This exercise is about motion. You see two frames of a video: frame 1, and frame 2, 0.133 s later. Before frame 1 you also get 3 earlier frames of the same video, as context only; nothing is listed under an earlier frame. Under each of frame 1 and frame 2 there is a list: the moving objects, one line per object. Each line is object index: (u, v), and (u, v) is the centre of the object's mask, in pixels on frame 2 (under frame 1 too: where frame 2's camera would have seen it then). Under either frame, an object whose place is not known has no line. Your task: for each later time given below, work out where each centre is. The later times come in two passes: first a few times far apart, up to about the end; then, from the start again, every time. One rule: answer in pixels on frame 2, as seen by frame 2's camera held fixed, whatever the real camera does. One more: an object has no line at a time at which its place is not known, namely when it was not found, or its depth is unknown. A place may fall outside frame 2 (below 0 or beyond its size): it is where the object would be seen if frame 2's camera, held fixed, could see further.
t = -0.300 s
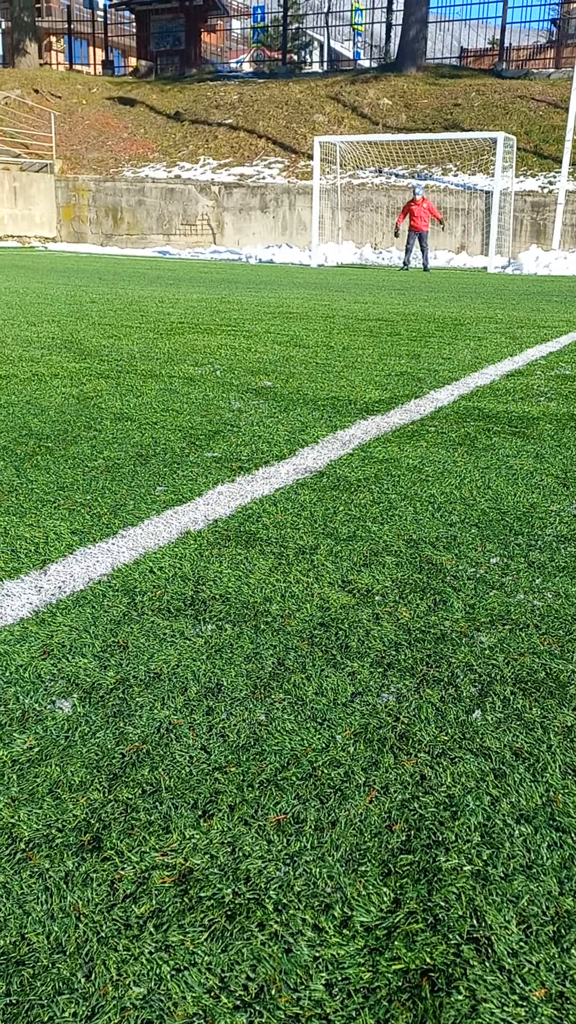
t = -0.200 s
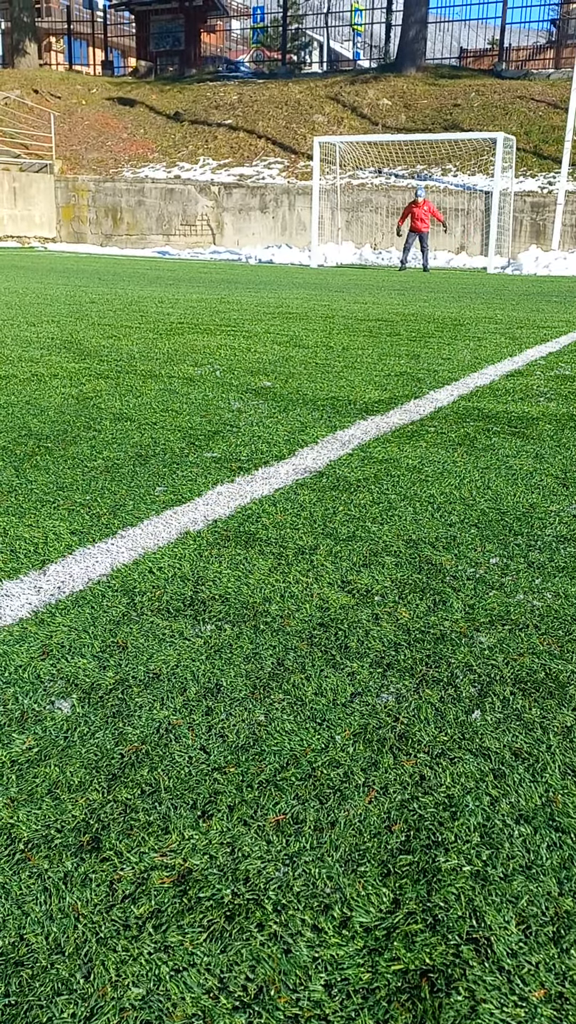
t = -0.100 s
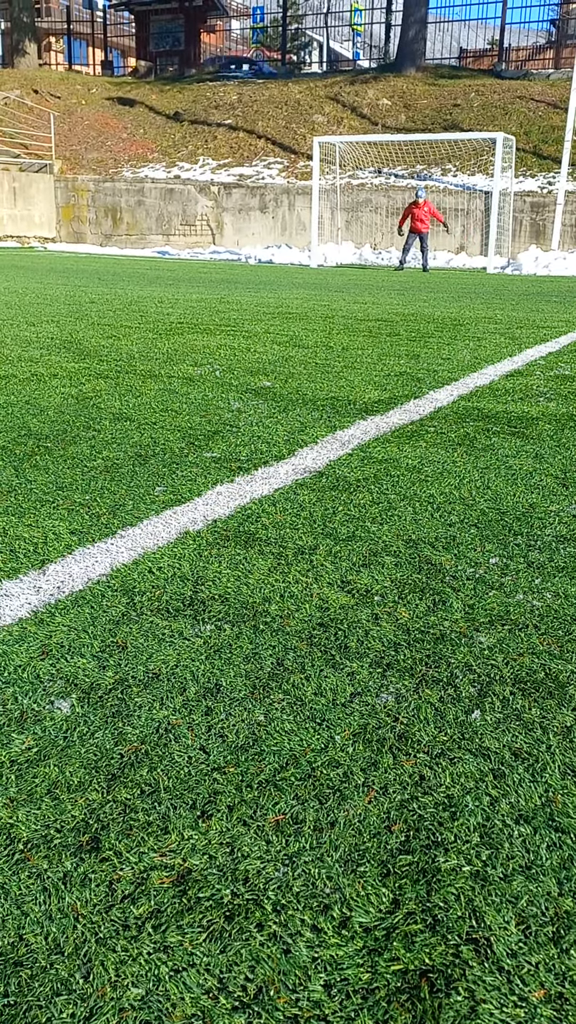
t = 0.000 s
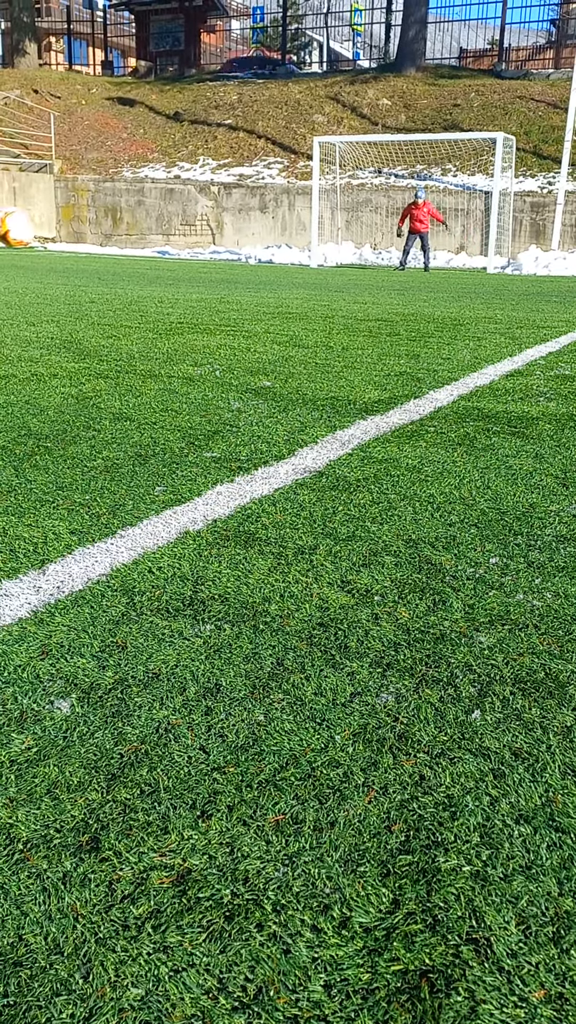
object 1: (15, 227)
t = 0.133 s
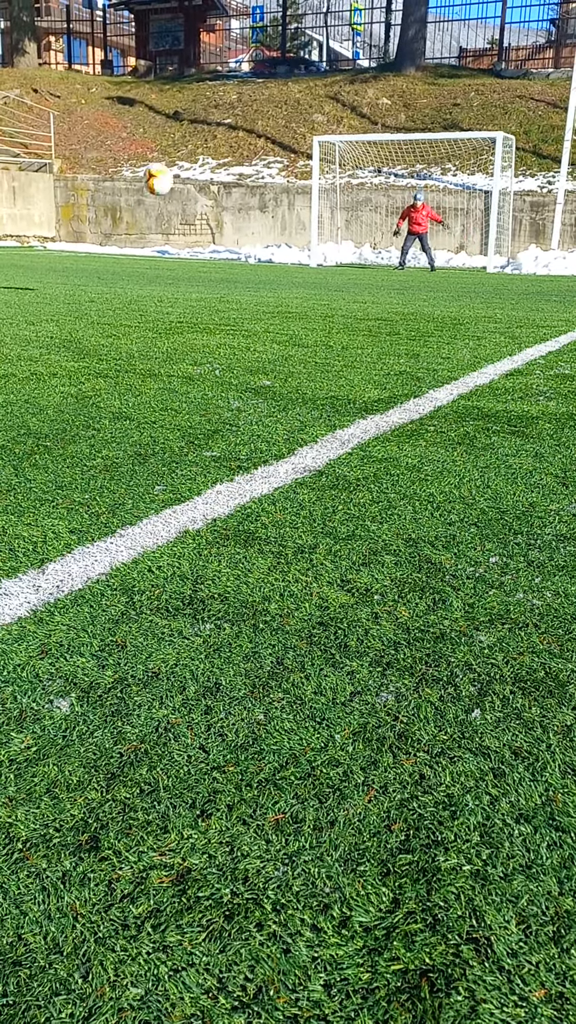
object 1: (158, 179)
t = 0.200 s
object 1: (204, 170)
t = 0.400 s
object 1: (288, 177)
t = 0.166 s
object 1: (183, 174)
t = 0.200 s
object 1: (204, 170)
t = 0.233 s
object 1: (222, 169)
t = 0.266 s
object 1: (239, 169)
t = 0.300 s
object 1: (254, 169)
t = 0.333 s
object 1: (266, 172)
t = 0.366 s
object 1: (278, 174)
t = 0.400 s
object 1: (288, 177)
